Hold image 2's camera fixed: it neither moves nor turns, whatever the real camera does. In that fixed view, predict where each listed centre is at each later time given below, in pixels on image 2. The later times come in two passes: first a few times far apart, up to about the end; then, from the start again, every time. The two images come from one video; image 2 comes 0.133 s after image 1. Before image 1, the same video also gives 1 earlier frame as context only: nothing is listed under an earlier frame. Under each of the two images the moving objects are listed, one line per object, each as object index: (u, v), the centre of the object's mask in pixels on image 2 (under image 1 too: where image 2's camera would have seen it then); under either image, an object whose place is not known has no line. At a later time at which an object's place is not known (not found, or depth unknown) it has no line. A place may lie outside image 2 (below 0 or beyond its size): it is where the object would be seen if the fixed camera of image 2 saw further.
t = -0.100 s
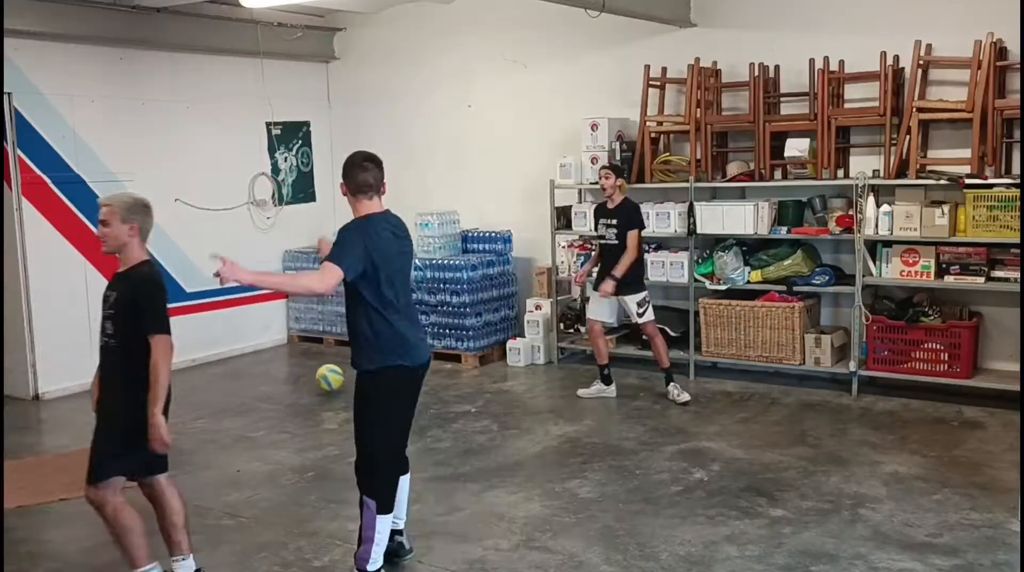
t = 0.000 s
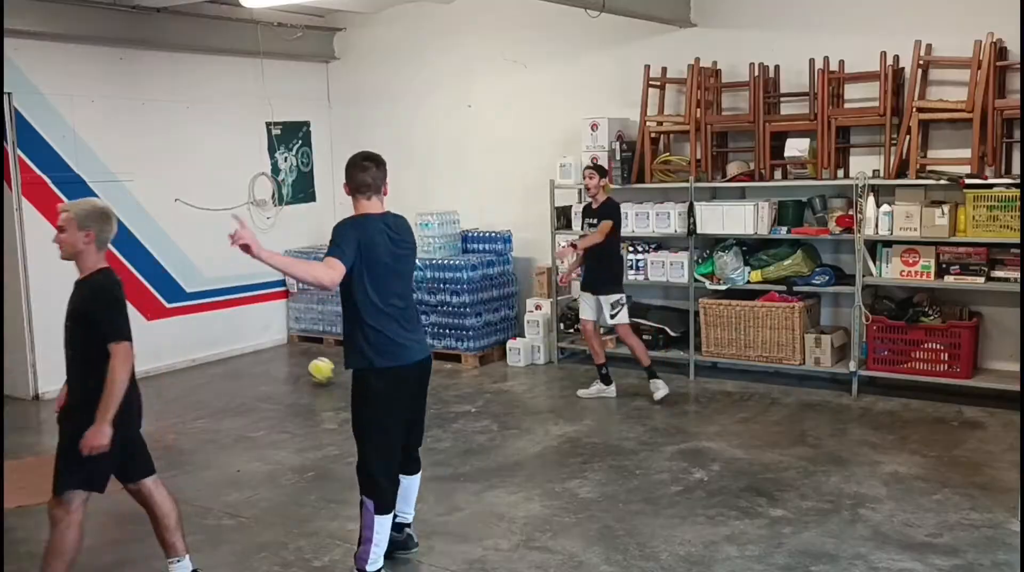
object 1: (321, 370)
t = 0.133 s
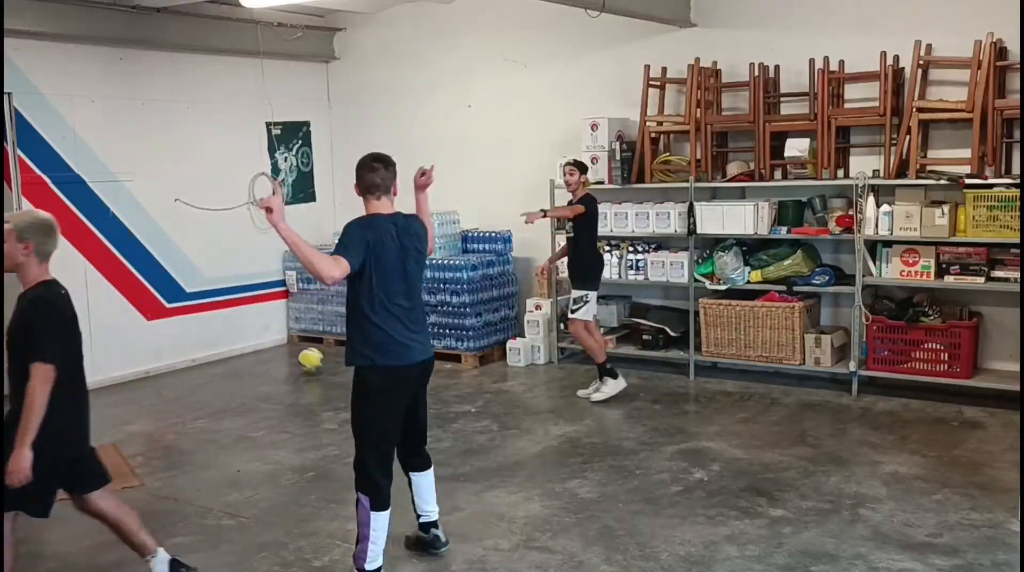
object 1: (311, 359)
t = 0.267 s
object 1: (301, 351)
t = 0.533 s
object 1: (286, 337)
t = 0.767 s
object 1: (267, 293)
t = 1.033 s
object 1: (249, 295)
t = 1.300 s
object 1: (230, 335)
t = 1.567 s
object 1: (227, 325)
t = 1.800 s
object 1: (222, 346)
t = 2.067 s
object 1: (203, 343)
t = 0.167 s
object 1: (308, 358)
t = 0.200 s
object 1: (306, 357)
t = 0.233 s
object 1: (304, 354)
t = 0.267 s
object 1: (301, 351)
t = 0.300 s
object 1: (300, 351)
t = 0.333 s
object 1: (297, 348)
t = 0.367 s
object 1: (296, 345)
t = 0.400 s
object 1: (293, 345)
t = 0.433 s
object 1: (292, 342)
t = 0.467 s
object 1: (290, 340)
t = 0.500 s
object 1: (289, 339)
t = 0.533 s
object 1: (286, 337)
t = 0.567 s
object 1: (283, 335)
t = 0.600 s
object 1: (280, 325)
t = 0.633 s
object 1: (277, 317)
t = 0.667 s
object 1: (274, 310)
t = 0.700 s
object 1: (272, 303)
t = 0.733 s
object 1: (269, 298)
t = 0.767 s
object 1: (267, 293)
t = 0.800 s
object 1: (265, 290)
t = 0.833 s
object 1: (263, 288)
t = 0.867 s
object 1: (260, 287)
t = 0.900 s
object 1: (257, 286)
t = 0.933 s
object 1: (255, 287)
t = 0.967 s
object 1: (253, 289)
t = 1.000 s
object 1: (251, 292)
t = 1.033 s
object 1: (249, 295)
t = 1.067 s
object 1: (247, 301)
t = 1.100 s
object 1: (245, 307)
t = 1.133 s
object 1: (242, 315)
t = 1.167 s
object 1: (240, 323)
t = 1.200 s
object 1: (238, 333)
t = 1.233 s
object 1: (236, 345)
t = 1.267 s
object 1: (233, 344)
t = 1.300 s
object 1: (230, 335)
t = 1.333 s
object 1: (229, 330)
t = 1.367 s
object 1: (229, 326)
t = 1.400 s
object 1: (229, 323)
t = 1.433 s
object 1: (229, 322)
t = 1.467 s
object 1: (228, 321)
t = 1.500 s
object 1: (228, 321)
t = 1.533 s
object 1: (227, 323)
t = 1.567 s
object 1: (227, 325)
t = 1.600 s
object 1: (227, 329)
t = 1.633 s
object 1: (227, 334)
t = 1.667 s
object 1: (227, 340)
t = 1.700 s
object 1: (227, 348)
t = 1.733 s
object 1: (227, 356)
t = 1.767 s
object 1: (225, 351)
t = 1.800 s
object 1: (222, 346)
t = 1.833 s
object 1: (219, 341)
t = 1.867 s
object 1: (217, 338)
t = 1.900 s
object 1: (214, 336)
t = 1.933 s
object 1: (212, 335)
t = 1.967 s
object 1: (209, 335)
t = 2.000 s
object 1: (207, 337)
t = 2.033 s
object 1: (205, 339)
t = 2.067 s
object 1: (203, 343)
